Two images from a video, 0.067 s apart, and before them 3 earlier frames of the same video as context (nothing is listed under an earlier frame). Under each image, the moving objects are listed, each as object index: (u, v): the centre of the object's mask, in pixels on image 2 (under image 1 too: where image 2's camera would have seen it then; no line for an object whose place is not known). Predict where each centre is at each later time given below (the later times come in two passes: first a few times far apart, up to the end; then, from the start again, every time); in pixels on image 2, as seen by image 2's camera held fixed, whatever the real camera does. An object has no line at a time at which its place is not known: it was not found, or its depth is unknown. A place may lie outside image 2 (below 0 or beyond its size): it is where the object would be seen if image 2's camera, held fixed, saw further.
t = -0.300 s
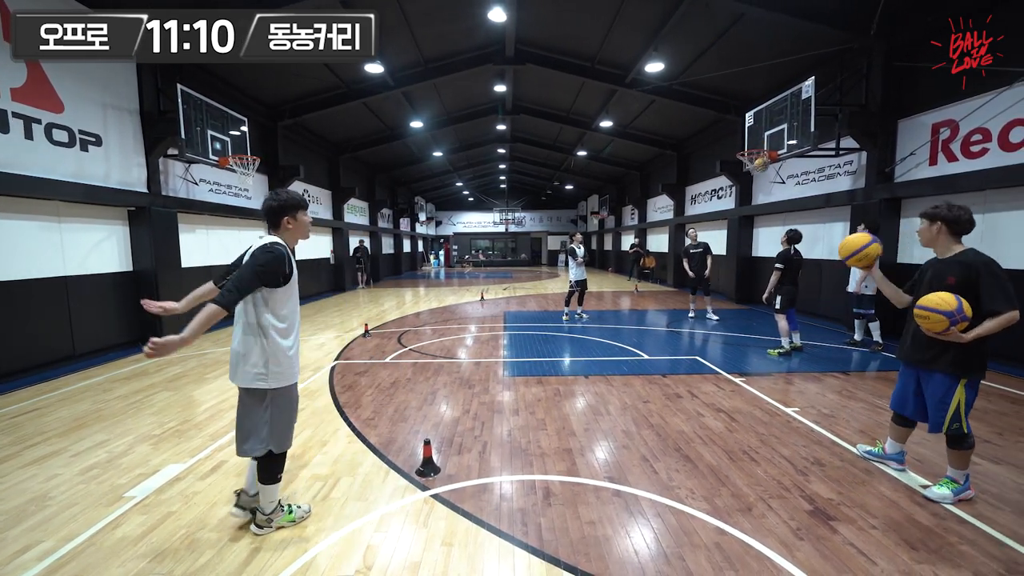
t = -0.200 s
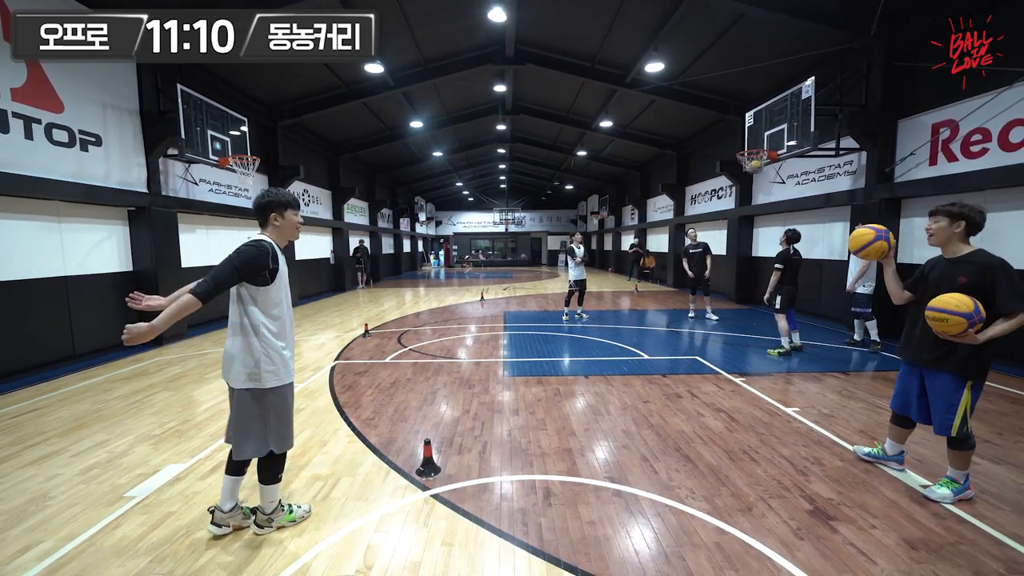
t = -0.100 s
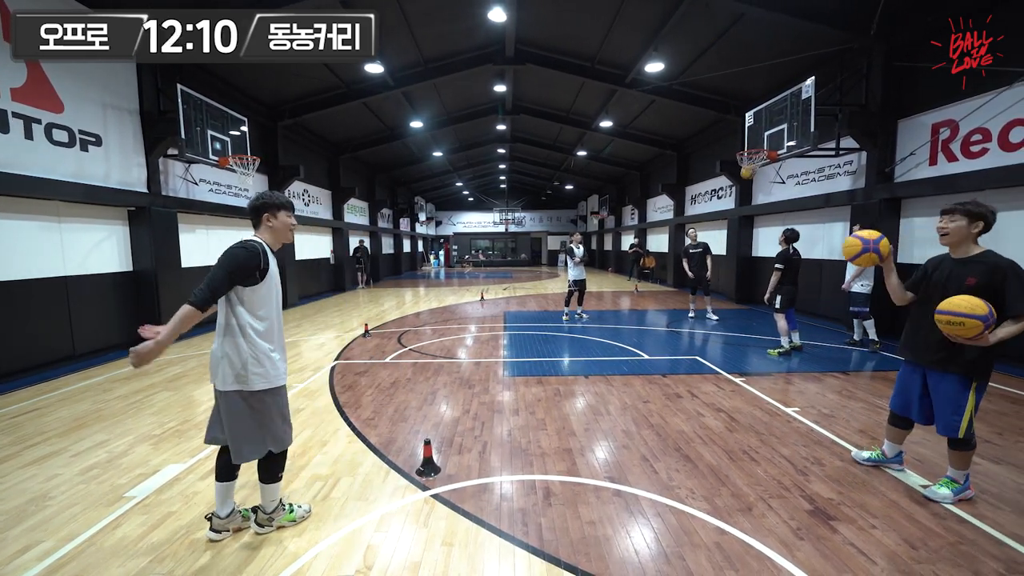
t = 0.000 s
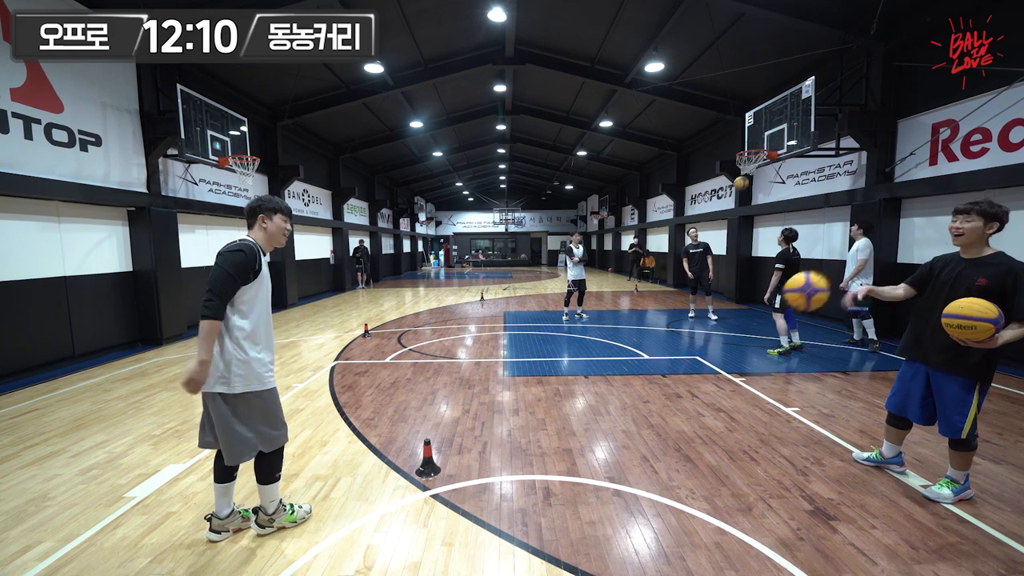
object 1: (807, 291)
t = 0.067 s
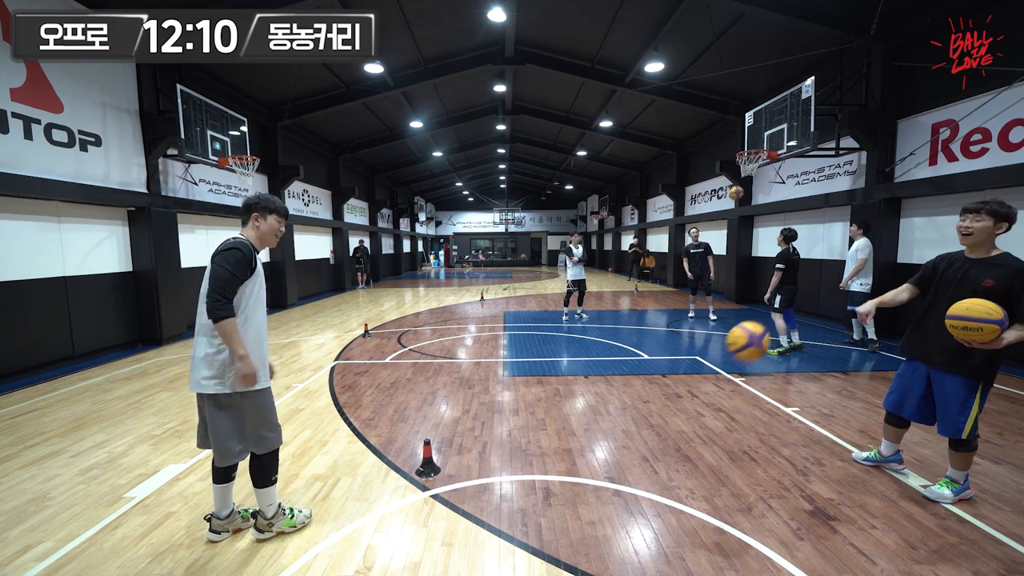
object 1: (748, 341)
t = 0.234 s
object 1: (607, 463)
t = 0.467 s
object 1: (520, 338)
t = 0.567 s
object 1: (478, 306)
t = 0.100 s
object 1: (719, 369)
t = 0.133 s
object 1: (687, 399)
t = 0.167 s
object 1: (656, 430)
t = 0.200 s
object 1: (626, 465)
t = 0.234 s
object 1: (607, 463)
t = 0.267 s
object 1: (596, 442)
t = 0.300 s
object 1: (584, 421)
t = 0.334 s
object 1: (572, 402)
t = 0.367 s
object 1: (559, 383)
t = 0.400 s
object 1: (546, 367)
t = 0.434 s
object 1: (533, 352)
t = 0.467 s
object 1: (520, 338)
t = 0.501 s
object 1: (506, 326)
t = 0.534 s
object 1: (492, 315)
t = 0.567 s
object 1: (478, 306)
